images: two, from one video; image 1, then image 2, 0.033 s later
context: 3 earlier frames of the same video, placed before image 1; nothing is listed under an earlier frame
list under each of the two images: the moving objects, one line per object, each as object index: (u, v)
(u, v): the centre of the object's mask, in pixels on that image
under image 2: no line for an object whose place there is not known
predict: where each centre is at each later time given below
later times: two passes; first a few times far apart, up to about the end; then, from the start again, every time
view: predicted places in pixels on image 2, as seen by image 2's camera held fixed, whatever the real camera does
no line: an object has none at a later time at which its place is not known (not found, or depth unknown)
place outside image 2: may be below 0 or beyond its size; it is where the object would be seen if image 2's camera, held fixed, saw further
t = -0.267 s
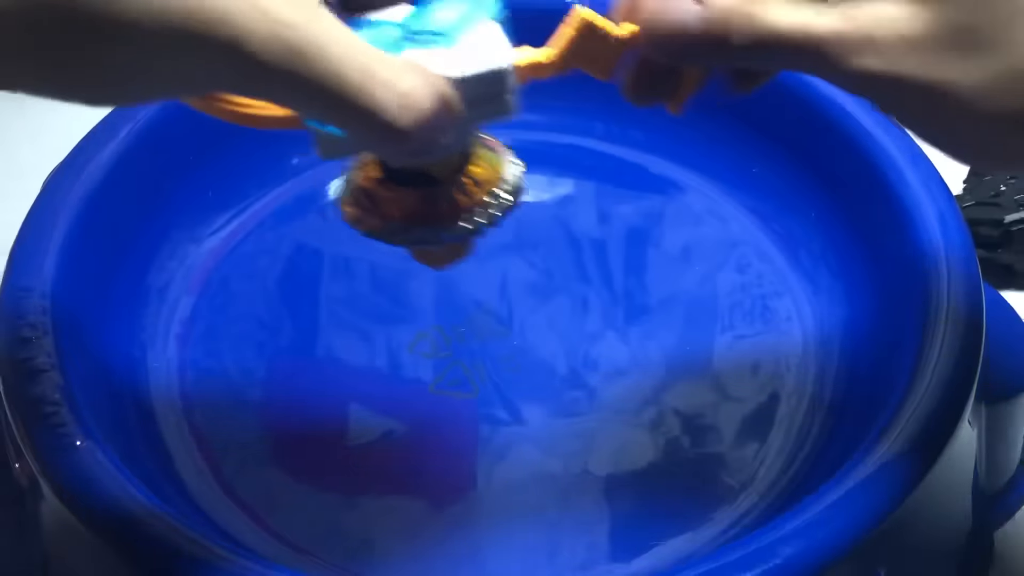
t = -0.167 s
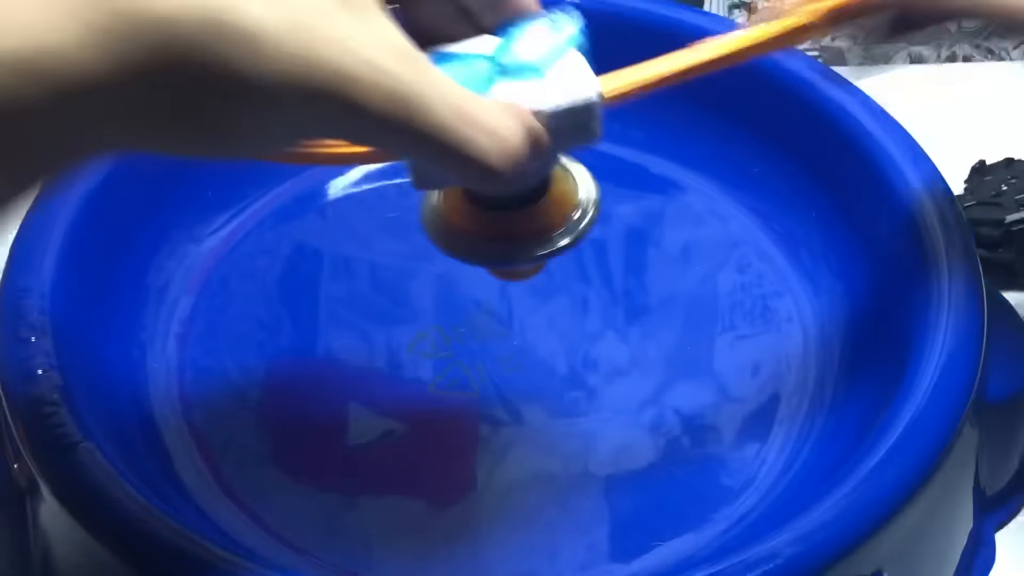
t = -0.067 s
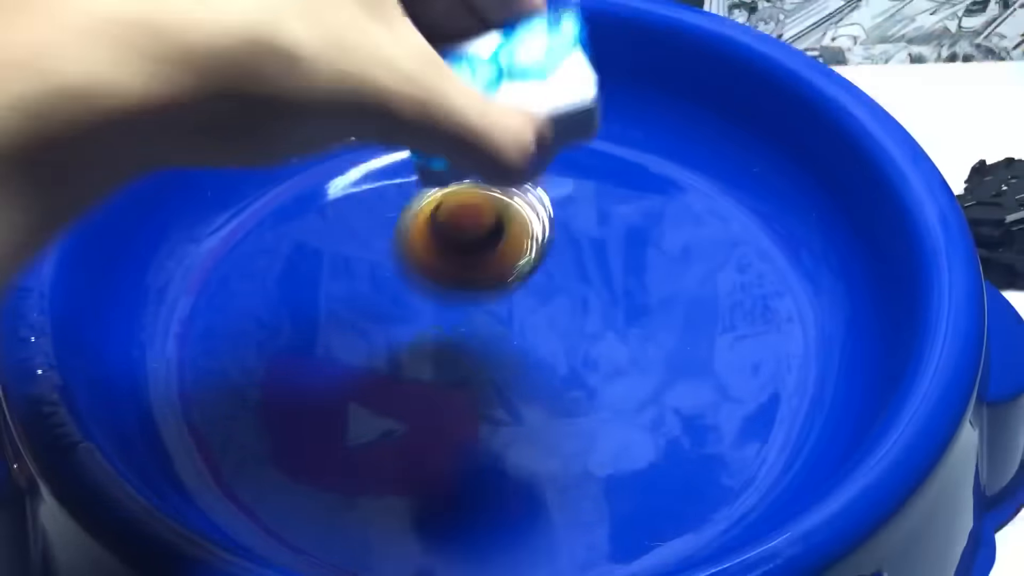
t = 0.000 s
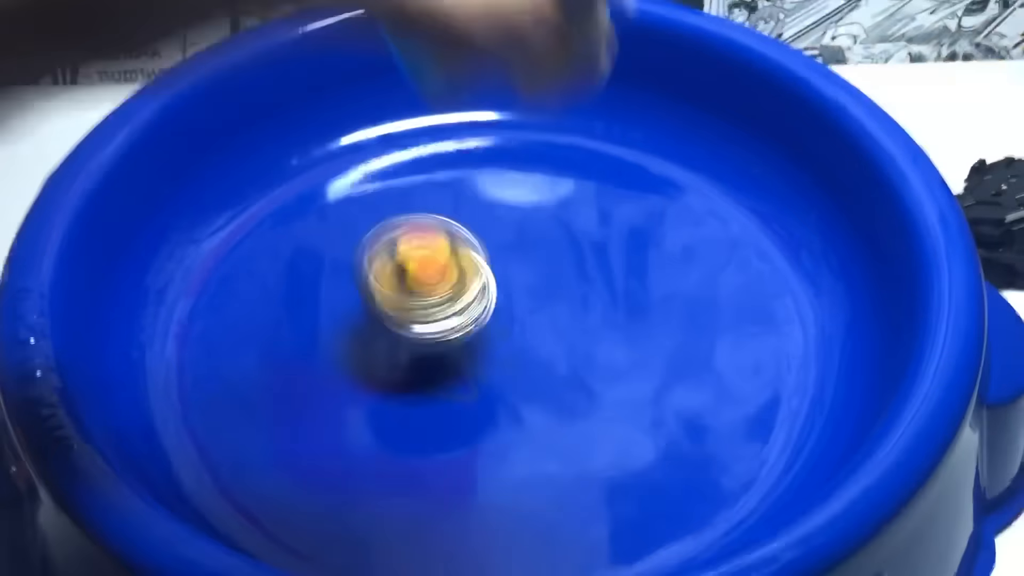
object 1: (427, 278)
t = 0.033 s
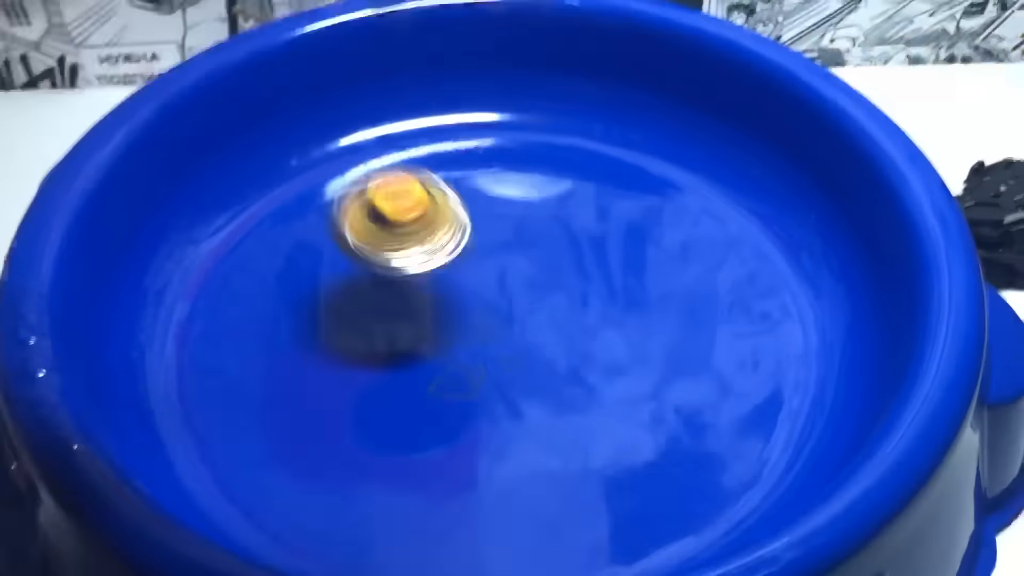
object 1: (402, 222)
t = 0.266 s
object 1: (311, 126)
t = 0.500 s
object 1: (419, 188)
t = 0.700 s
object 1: (476, 276)
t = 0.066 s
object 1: (380, 182)
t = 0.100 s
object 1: (359, 166)
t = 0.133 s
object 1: (345, 168)
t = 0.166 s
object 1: (335, 175)
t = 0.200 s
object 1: (315, 146)
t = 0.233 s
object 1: (300, 138)
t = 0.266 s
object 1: (311, 126)
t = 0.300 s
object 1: (331, 127)
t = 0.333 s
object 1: (351, 146)
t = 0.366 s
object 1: (367, 154)
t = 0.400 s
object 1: (380, 162)
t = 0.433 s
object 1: (393, 167)
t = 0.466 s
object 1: (407, 180)
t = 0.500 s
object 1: (419, 188)
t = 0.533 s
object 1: (431, 202)
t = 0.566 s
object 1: (442, 214)
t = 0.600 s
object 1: (452, 229)
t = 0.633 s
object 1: (459, 243)
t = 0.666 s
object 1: (467, 261)
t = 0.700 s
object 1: (476, 276)
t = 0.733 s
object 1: (482, 295)
